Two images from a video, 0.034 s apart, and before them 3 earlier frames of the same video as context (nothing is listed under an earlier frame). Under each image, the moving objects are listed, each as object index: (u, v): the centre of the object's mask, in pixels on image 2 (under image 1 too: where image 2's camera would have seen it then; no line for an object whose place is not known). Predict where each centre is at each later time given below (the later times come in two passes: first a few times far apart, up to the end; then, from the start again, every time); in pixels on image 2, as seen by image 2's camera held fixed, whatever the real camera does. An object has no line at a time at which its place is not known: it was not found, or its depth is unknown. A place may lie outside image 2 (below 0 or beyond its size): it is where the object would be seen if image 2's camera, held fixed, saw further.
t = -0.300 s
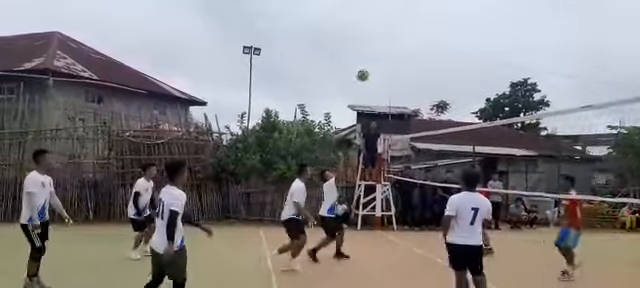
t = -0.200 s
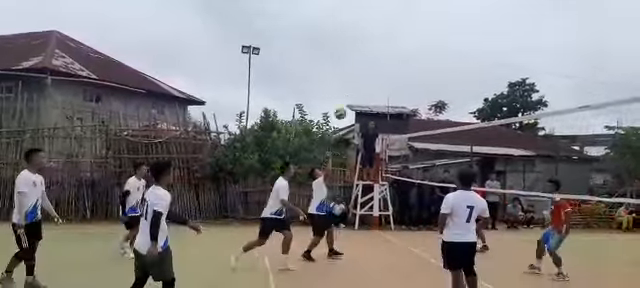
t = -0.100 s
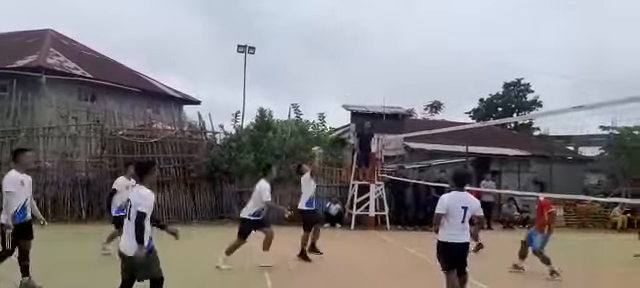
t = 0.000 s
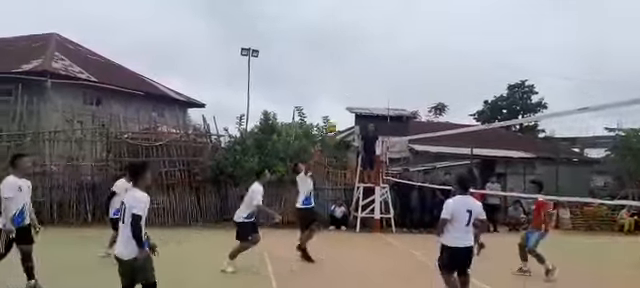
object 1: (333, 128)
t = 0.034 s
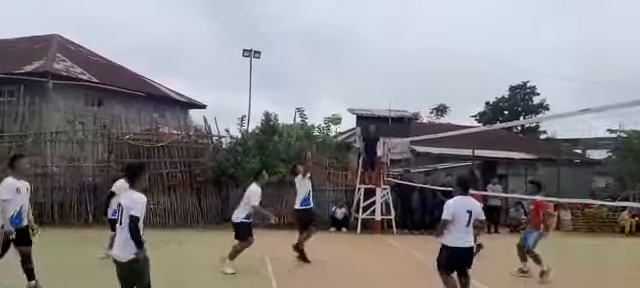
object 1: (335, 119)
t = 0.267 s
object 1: (364, 71)
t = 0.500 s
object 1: (394, 52)
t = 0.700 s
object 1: (418, 62)
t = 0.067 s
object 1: (340, 110)
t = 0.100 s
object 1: (344, 102)
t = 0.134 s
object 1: (348, 95)
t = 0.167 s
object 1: (352, 88)
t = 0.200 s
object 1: (356, 82)
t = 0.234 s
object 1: (360, 76)
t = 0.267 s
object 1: (364, 71)
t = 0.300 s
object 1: (368, 66)
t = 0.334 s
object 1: (372, 62)
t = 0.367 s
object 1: (377, 59)
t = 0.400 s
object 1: (381, 56)
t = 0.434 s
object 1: (385, 55)
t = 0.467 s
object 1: (390, 53)
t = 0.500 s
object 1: (394, 52)
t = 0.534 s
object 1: (398, 52)
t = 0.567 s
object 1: (403, 53)
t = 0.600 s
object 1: (407, 54)
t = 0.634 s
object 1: (410, 56)
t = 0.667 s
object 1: (414, 58)
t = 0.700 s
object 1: (418, 62)
